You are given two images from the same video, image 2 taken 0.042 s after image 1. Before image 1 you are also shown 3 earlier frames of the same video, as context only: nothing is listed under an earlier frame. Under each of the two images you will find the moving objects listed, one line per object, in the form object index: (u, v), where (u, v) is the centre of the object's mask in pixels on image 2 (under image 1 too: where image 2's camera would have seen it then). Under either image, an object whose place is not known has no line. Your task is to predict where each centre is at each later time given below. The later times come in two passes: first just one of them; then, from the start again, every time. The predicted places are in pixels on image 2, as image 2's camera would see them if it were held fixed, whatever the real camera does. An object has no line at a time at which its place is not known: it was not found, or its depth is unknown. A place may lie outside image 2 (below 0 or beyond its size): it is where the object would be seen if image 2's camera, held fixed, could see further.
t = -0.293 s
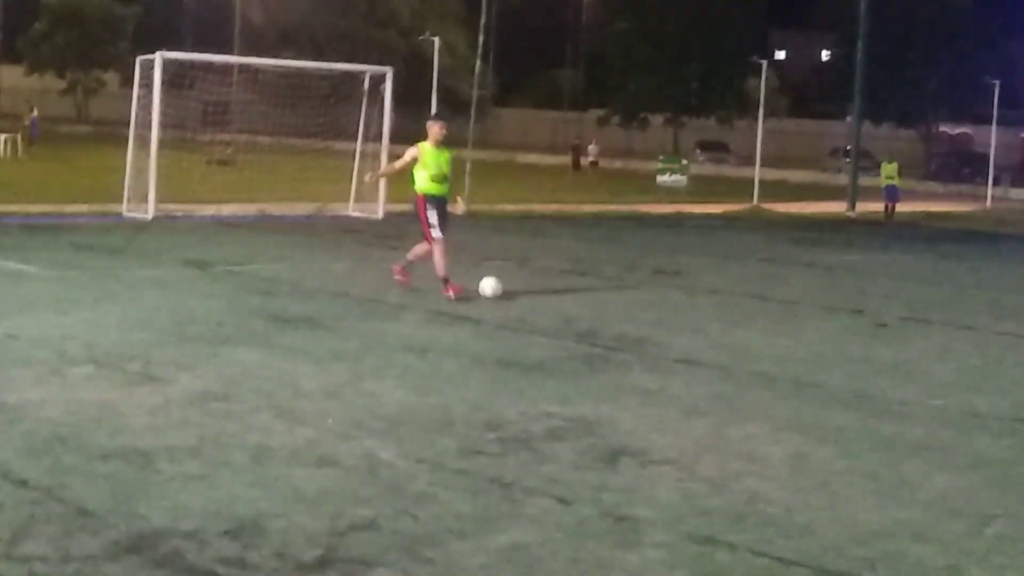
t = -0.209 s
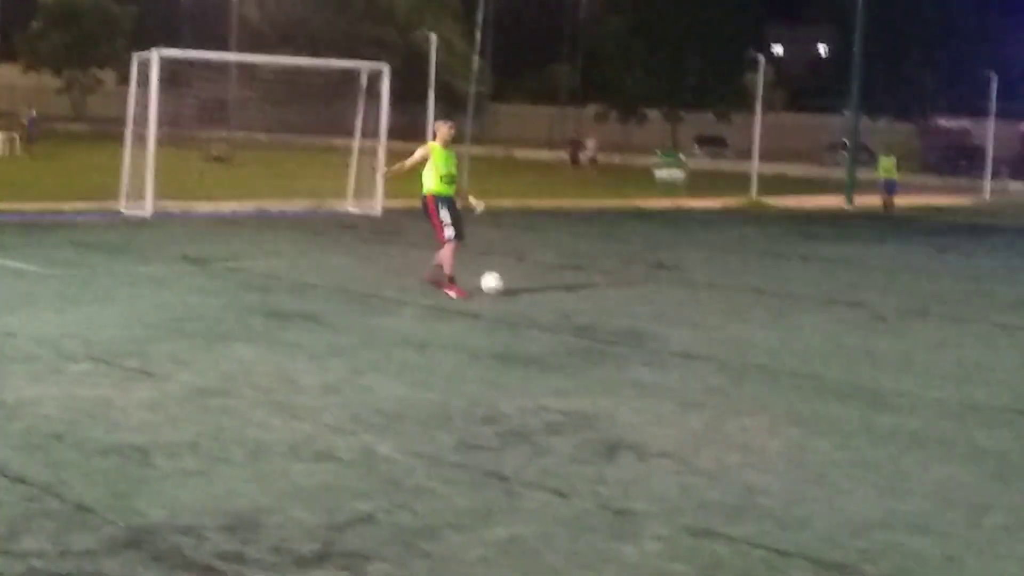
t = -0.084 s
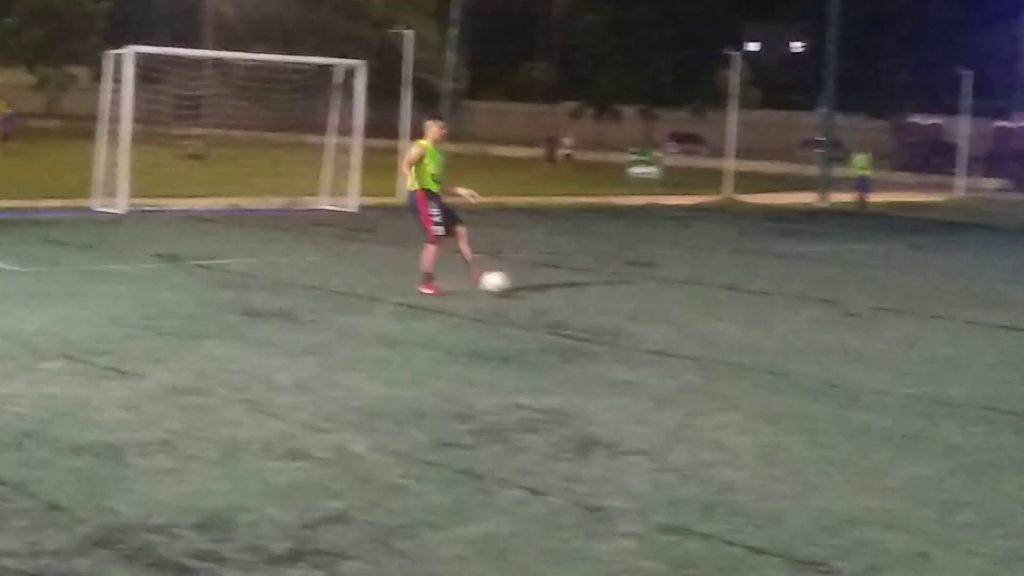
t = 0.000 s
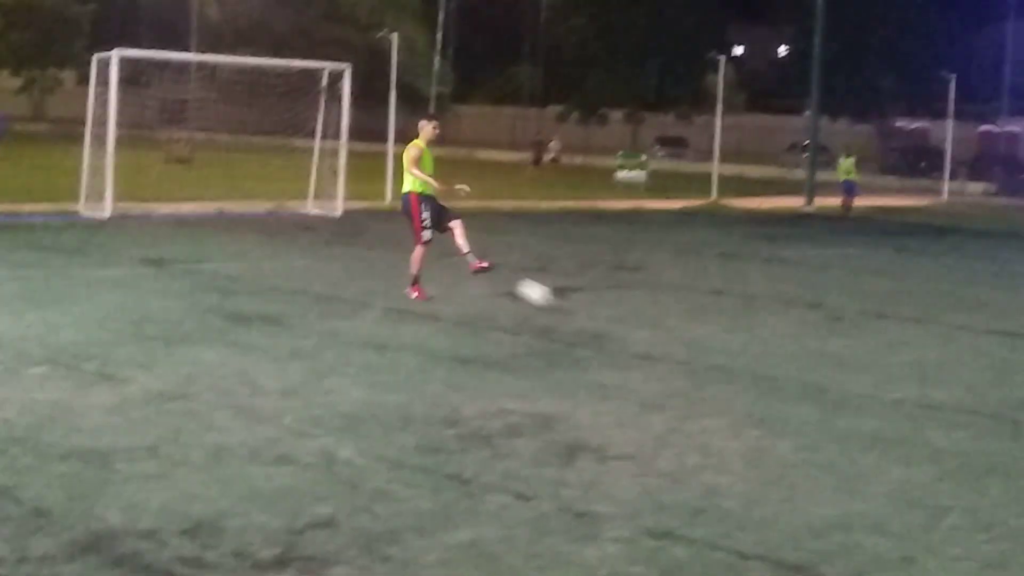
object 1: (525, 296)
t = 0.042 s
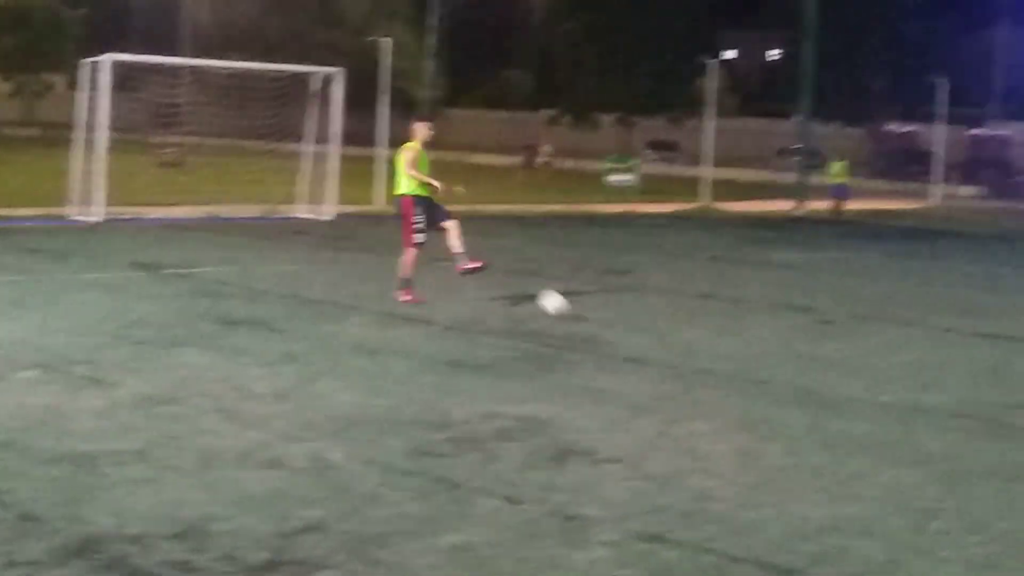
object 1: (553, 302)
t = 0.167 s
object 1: (615, 314)
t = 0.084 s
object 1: (580, 309)
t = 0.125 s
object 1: (596, 310)
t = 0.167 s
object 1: (615, 314)
